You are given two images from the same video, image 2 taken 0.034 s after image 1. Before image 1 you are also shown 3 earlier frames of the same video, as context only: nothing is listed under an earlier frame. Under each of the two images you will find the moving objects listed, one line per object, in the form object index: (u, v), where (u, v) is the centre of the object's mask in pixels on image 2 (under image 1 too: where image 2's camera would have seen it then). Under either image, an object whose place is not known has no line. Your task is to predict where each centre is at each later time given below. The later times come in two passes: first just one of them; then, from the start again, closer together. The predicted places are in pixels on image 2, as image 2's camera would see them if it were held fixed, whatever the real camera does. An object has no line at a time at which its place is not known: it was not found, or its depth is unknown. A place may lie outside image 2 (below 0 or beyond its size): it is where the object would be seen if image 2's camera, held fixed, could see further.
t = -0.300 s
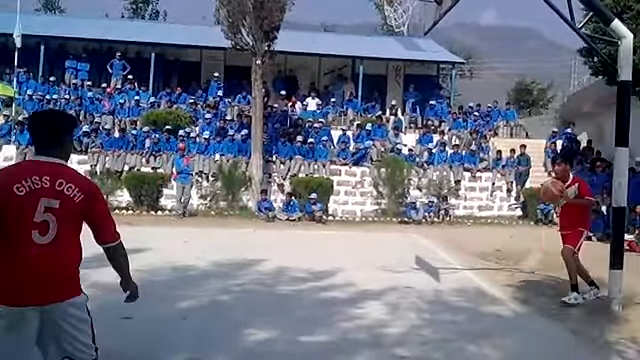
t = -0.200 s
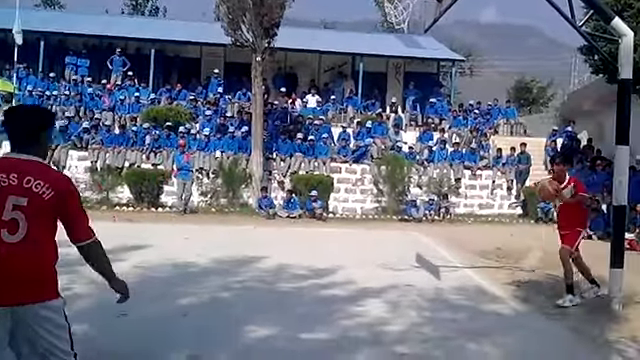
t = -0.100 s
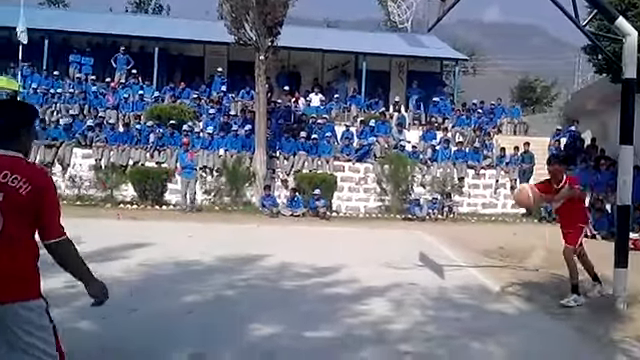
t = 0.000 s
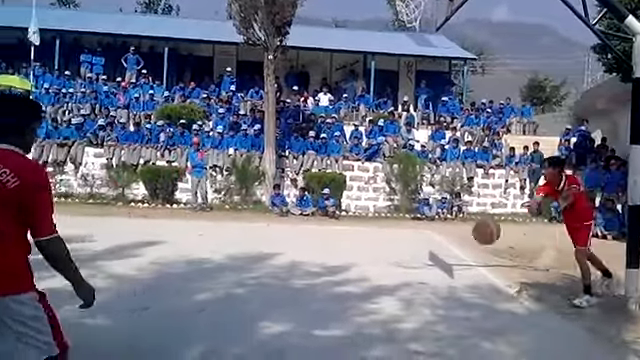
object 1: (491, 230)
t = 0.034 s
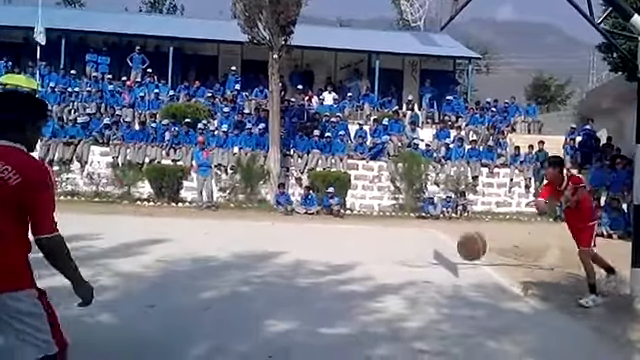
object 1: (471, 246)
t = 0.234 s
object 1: (338, 315)
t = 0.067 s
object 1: (450, 265)
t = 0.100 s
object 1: (427, 288)
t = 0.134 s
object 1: (401, 313)
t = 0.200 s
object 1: (355, 330)
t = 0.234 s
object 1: (338, 315)
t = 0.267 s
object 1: (318, 299)
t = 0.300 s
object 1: (298, 285)
